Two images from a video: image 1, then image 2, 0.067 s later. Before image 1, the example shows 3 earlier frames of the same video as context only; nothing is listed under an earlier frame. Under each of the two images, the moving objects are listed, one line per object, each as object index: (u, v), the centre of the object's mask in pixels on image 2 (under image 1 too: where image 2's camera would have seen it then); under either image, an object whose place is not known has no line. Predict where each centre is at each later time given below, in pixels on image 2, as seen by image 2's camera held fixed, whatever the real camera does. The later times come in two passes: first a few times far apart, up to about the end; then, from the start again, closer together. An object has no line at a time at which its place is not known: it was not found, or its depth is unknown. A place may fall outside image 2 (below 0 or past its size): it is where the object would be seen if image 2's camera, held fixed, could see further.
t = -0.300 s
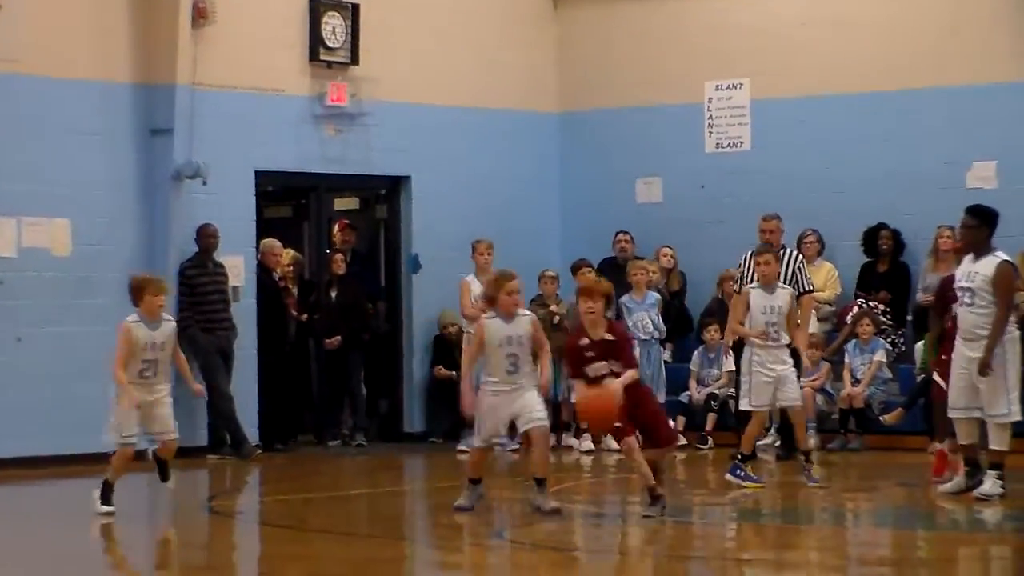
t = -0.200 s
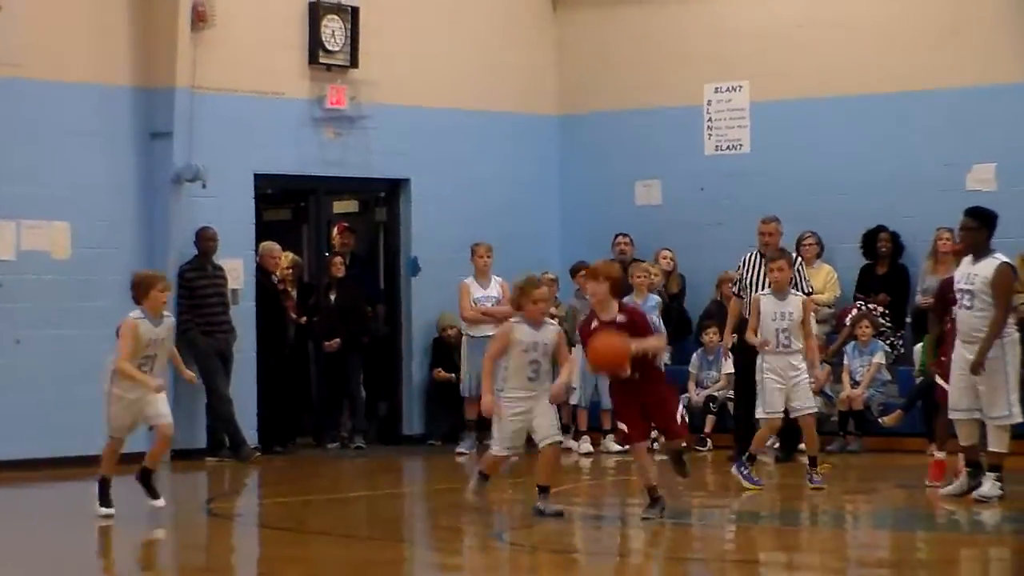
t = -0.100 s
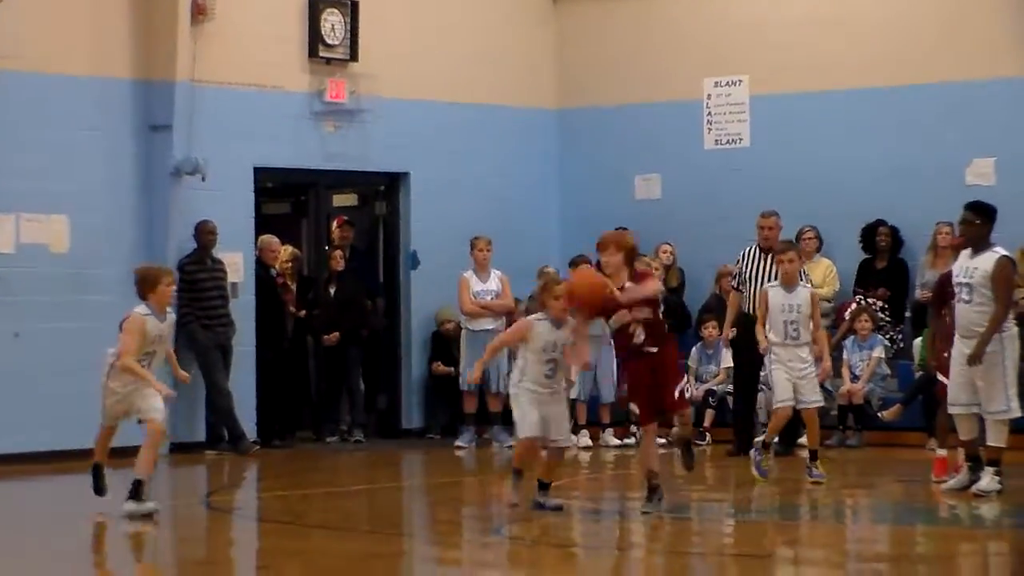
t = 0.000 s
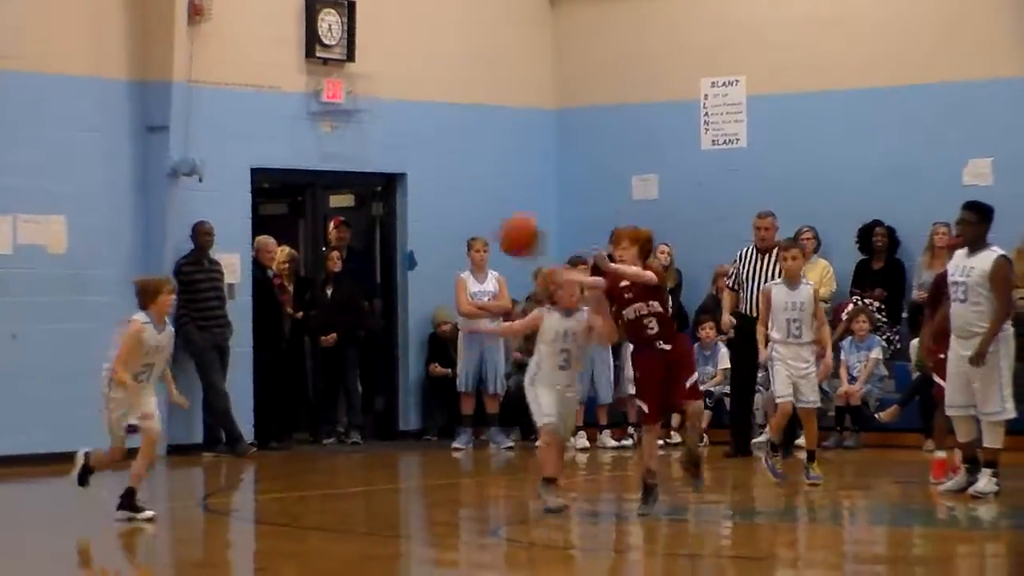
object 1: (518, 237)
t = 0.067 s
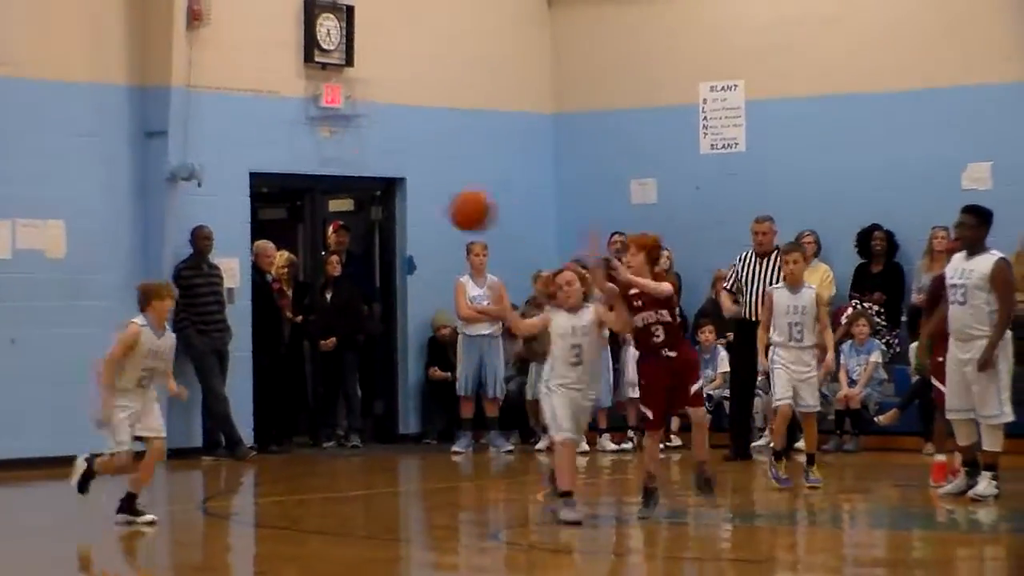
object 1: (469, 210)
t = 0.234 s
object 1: (340, 170)
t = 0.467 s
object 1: (141, 204)
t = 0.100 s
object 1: (446, 198)
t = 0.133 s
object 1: (421, 188)
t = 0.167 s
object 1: (394, 180)
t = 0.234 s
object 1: (340, 170)
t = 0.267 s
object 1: (315, 166)
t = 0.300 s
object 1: (287, 168)
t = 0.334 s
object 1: (260, 170)
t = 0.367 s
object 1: (232, 173)
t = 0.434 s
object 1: (172, 190)
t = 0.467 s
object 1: (141, 204)
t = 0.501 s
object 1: (108, 218)
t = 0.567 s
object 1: (46, 251)
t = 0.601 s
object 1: (21, 276)
